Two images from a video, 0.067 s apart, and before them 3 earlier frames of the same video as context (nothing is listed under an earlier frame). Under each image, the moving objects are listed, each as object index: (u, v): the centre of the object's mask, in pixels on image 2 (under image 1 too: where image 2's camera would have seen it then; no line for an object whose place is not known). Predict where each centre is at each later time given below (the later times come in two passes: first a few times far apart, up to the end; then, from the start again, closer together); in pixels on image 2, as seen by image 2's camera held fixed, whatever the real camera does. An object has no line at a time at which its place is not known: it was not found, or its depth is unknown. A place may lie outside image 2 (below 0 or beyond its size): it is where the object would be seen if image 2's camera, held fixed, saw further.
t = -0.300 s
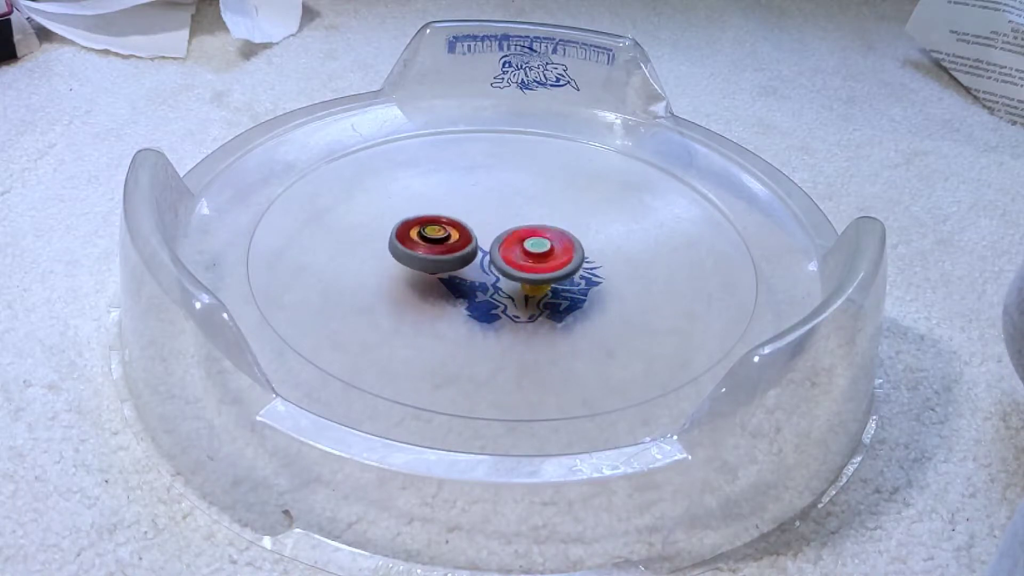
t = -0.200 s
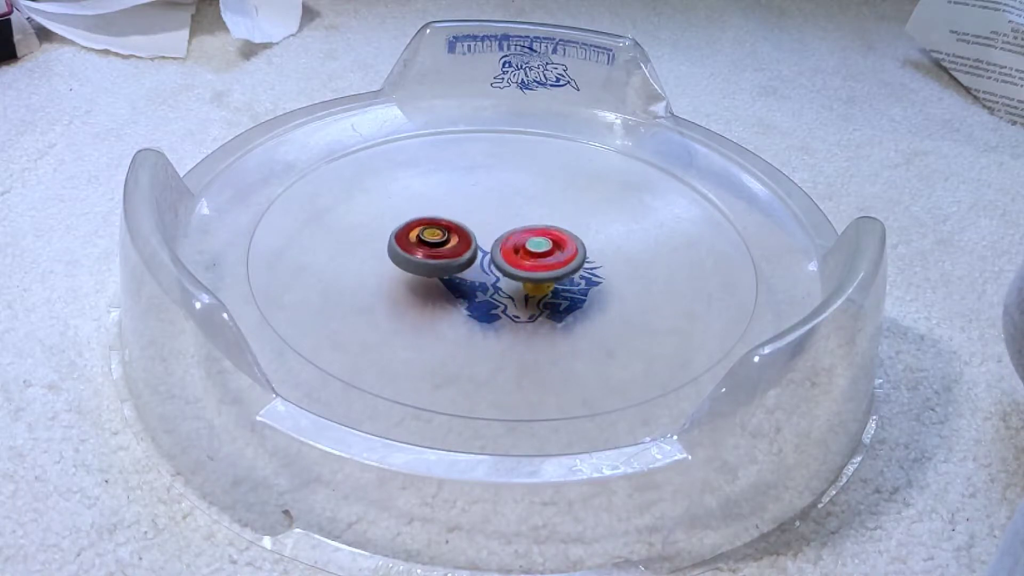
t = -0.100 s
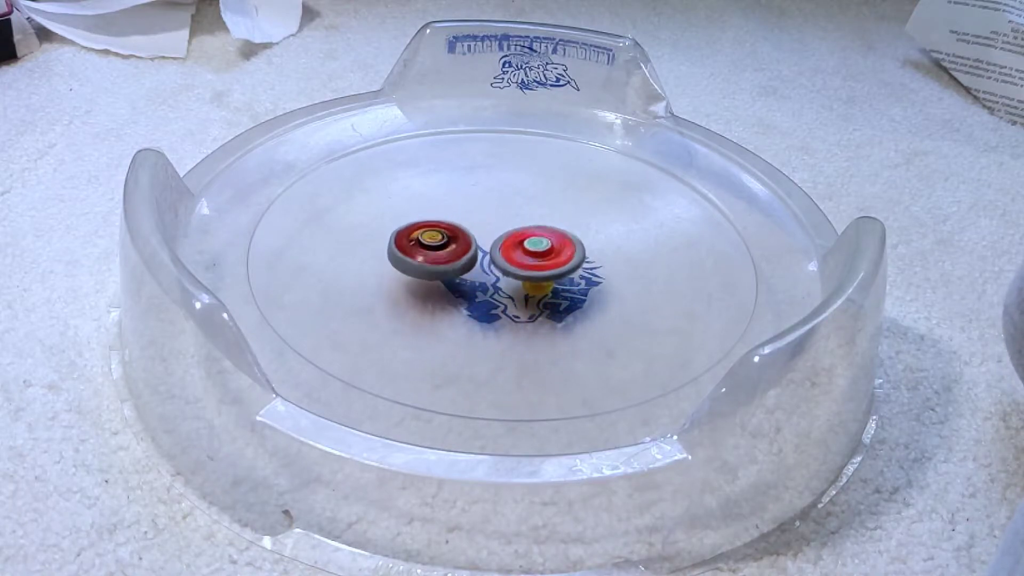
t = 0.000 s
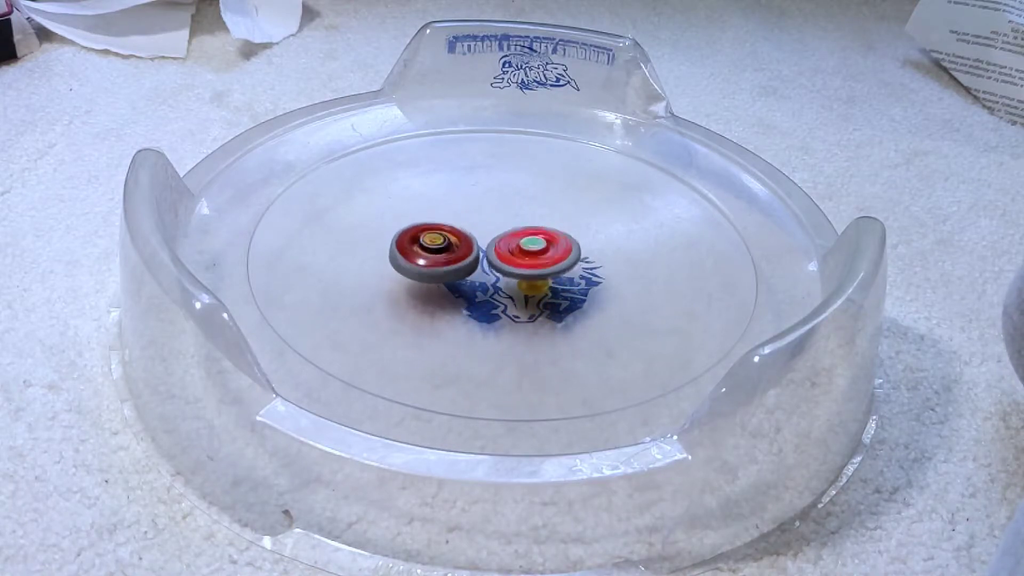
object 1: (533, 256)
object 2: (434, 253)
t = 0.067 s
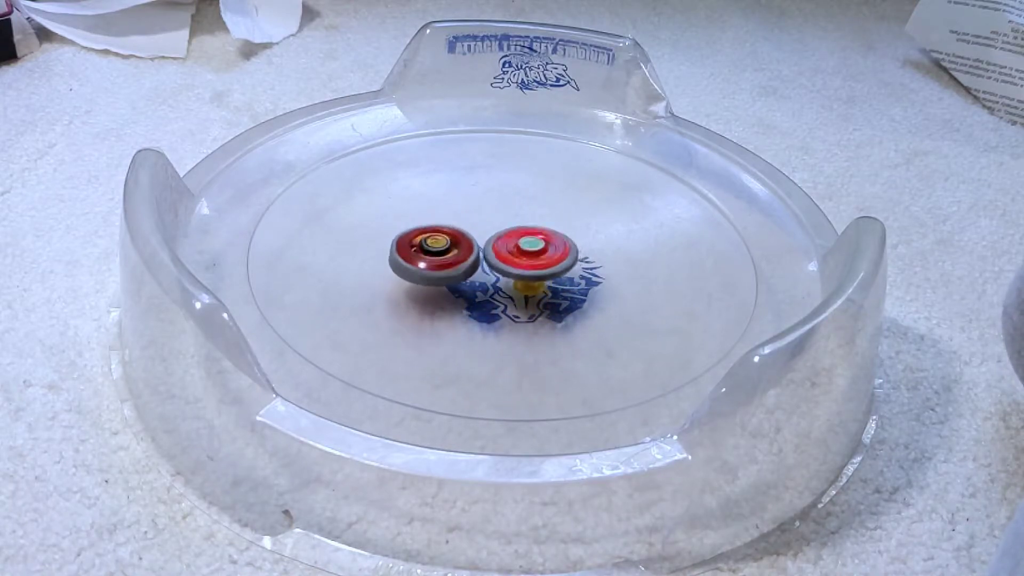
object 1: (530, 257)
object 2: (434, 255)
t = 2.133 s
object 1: (504, 237)
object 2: (489, 294)
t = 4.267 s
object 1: (478, 244)
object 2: (552, 285)
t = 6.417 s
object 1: (471, 234)
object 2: (556, 273)
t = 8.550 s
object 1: (452, 266)
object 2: (535, 244)
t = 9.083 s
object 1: (466, 272)
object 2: (529, 237)
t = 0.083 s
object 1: (530, 256)
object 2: (434, 256)
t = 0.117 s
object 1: (530, 257)
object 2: (435, 257)
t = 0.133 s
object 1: (534, 256)
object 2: (432, 257)
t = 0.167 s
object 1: (536, 256)
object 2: (431, 258)
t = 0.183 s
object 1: (536, 256)
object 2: (431, 259)
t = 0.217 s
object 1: (537, 256)
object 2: (431, 260)
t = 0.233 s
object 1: (537, 256)
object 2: (431, 260)
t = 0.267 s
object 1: (538, 256)
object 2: (431, 261)
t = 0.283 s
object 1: (538, 256)
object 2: (431, 262)
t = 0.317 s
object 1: (538, 256)
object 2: (431, 263)
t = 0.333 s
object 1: (538, 256)
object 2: (431, 263)
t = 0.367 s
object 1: (537, 256)
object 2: (432, 265)
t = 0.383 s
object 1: (537, 257)
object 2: (432, 265)
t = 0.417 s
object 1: (535, 257)
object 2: (433, 266)
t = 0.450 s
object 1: (534, 257)
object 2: (434, 267)
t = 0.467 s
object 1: (533, 257)
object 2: (434, 268)
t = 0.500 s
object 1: (531, 257)
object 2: (436, 269)
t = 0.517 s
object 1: (530, 257)
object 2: (437, 270)
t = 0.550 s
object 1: (529, 257)
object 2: (437, 271)
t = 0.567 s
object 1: (532, 256)
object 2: (434, 271)
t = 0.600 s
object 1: (534, 255)
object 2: (433, 272)
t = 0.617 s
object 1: (534, 255)
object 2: (434, 272)
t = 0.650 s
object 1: (533, 254)
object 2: (435, 273)
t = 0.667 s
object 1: (534, 254)
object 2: (435, 274)
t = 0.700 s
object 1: (533, 253)
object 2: (436, 274)
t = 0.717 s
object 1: (532, 253)
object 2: (436, 275)
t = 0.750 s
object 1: (532, 253)
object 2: (437, 276)
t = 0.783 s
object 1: (531, 253)
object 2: (439, 276)
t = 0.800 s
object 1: (531, 253)
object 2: (439, 277)
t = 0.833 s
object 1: (529, 253)
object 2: (441, 278)
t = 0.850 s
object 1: (529, 253)
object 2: (442, 278)
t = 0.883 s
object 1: (527, 252)
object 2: (444, 279)
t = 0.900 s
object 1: (526, 253)
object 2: (445, 280)
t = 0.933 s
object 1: (524, 252)
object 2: (448, 281)
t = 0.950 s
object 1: (524, 252)
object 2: (448, 281)
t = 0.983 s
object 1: (524, 251)
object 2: (449, 282)
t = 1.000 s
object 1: (524, 251)
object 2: (449, 282)
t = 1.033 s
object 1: (524, 250)
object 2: (451, 283)
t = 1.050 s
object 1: (524, 250)
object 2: (452, 284)
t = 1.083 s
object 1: (523, 249)
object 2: (454, 284)
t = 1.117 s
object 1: (522, 248)
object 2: (456, 285)
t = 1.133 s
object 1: (522, 248)
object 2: (457, 286)
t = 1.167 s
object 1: (520, 247)
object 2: (459, 287)
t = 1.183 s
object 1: (520, 247)
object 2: (461, 287)
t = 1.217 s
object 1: (519, 247)
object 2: (462, 288)
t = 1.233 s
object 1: (519, 246)
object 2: (464, 288)
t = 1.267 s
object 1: (518, 246)
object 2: (465, 289)
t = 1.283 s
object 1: (518, 246)
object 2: (466, 289)
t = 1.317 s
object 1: (518, 245)
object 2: (467, 290)
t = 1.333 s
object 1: (518, 245)
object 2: (467, 289)
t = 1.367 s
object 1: (517, 244)
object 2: (469, 290)
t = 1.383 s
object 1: (517, 243)
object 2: (470, 290)
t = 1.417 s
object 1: (517, 243)
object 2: (471, 290)
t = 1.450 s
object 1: (516, 242)
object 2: (473, 291)
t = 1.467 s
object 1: (516, 242)
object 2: (473, 291)
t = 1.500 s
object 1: (515, 241)
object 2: (474, 291)
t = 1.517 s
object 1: (515, 242)
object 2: (475, 291)
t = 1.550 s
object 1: (515, 241)
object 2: (476, 291)
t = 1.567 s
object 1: (514, 241)
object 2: (477, 292)
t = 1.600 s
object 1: (514, 241)
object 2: (478, 292)
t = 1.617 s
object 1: (513, 241)
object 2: (478, 291)
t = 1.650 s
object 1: (512, 241)
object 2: (480, 292)
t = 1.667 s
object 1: (512, 241)
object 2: (480, 292)
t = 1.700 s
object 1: (514, 240)
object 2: (479, 294)
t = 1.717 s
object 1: (513, 239)
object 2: (479, 294)
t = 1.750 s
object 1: (512, 239)
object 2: (480, 294)
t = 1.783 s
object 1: (512, 238)
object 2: (481, 294)
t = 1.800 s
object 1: (512, 238)
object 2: (481, 294)
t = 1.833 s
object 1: (511, 238)
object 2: (482, 294)
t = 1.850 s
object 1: (511, 238)
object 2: (482, 294)
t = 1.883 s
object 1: (510, 237)
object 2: (483, 294)
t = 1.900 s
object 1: (510, 238)
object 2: (483, 294)
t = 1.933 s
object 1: (509, 237)
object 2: (484, 294)
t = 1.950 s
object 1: (509, 238)
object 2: (485, 294)
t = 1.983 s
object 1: (508, 237)
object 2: (486, 294)
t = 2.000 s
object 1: (507, 237)
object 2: (486, 294)
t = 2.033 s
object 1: (506, 237)
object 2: (487, 293)
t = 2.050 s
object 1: (506, 237)
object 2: (487, 294)
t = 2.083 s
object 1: (505, 237)
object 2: (488, 293)
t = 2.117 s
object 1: (504, 238)
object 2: (489, 293)
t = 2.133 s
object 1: (504, 237)
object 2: (489, 294)
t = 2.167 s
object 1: (504, 237)
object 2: (489, 294)
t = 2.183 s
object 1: (503, 237)
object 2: (489, 294)
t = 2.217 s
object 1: (502, 237)
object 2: (491, 294)
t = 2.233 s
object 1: (502, 237)
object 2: (491, 294)
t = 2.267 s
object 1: (501, 237)
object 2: (491, 294)
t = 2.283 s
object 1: (500, 237)
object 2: (492, 294)
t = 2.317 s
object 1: (499, 237)
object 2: (493, 294)
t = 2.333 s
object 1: (499, 237)
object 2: (494, 294)
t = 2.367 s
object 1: (498, 236)
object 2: (495, 295)
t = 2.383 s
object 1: (498, 236)
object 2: (495, 294)
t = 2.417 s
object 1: (496, 236)
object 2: (497, 294)
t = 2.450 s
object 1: (495, 236)
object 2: (499, 294)
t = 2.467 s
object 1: (495, 236)
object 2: (499, 294)
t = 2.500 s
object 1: (494, 236)
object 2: (501, 294)
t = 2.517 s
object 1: (493, 236)
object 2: (502, 294)
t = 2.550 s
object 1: (493, 236)
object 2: (503, 294)
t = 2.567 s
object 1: (492, 236)
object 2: (504, 295)
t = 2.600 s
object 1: (492, 236)
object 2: (505, 294)
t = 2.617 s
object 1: (491, 236)
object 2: (506, 294)
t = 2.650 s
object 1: (491, 236)
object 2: (508, 294)
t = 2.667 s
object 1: (490, 236)
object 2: (509, 295)
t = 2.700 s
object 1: (490, 236)
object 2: (510, 294)
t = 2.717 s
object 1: (489, 236)
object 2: (510, 294)
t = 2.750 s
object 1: (489, 237)
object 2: (512, 294)
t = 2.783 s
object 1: (488, 237)
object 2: (514, 294)
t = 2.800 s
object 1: (488, 237)
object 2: (514, 294)
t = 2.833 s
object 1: (488, 237)
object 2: (515, 295)
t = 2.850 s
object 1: (487, 237)
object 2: (516, 294)
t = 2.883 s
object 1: (486, 237)
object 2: (518, 294)
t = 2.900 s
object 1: (486, 238)
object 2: (519, 294)
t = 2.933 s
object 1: (485, 238)
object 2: (519, 294)
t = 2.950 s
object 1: (485, 238)
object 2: (520, 294)
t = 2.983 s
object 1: (484, 238)
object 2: (521, 294)
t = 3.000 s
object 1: (484, 238)
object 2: (521, 294)
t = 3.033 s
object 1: (484, 239)
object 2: (522, 294)
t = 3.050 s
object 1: (483, 239)
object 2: (522, 294)
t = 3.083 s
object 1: (483, 240)
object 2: (523, 294)
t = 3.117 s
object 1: (482, 240)
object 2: (524, 293)
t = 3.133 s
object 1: (482, 241)
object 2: (524, 293)
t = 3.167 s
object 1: (480, 241)
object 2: (526, 294)
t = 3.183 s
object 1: (479, 241)
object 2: (528, 295)
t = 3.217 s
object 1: (478, 241)
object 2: (528, 296)
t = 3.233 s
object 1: (477, 241)
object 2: (528, 295)
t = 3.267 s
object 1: (477, 240)
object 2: (529, 295)
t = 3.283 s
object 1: (475, 241)
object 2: (529, 295)
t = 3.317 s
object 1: (475, 241)
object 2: (529, 295)
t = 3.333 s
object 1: (475, 240)
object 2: (530, 294)
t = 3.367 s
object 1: (475, 240)
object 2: (531, 294)
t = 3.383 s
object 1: (474, 241)
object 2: (532, 294)
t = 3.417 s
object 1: (474, 241)
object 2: (532, 294)
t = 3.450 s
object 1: (474, 241)
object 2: (532, 294)
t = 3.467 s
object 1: (474, 241)
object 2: (533, 294)
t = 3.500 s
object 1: (475, 242)
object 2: (533, 293)
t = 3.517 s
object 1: (475, 242)
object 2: (533, 293)
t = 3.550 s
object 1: (475, 242)
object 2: (534, 293)
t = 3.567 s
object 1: (475, 243)
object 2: (534, 293)
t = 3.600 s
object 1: (475, 244)
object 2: (534, 292)
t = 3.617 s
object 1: (475, 244)
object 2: (534, 292)
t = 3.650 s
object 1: (475, 245)
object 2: (536, 292)
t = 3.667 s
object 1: (475, 244)
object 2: (536, 292)
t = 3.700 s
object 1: (476, 245)
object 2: (536, 291)
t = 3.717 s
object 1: (476, 245)
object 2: (537, 291)
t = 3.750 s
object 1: (476, 245)
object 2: (539, 291)
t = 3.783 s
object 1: (477, 244)
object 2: (540, 290)
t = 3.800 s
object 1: (476, 244)
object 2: (540, 290)
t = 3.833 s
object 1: (475, 244)
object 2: (541, 290)
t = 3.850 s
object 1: (475, 244)
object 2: (541, 290)
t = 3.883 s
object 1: (476, 244)
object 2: (542, 289)
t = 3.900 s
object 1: (476, 244)
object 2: (543, 289)
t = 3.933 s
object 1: (476, 244)
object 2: (544, 289)
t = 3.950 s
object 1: (477, 245)
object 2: (544, 289)
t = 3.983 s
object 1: (478, 244)
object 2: (545, 288)
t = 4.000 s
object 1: (478, 244)
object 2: (546, 288)
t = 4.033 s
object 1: (478, 244)
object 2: (546, 288)
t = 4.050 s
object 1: (478, 244)
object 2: (546, 288)
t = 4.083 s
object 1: (478, 244)
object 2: (547, 287)
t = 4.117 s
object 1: (478, 244)
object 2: (549, 285)
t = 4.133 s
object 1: (479, 244)
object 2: (550, 285)
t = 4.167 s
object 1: (479, 244)
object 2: (551, 284)
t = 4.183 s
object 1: (479, 244)
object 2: (550, 285)
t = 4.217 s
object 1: (479, 244)
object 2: (552, 285)
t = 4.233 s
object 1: (480, 244)
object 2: (552, 285)
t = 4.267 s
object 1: (478, 244)
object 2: (552, 285)
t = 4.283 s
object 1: (478, 244)
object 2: (553, 285)
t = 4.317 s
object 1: (479, 244)
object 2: (553, 284)
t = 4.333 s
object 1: (479, 244)
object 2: (553, 285)
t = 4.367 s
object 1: (479, 245)
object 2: (554, 284)
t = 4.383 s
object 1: (479, 245)
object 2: (554, 284)
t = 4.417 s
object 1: (479, 245)
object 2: (555, 284)
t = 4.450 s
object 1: (480, 245)
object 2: (555, 284)
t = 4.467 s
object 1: (480, 245)
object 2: (555, 284)
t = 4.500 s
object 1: (480, 245)
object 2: (555, 284)
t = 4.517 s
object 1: (479, 245)
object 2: (556, 283)
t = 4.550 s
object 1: (480, 245)
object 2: (556, 283)
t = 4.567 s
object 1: (480, 245)
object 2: (556, 283)
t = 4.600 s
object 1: (480, 245)
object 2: (556, 283)
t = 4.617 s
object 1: (479, 245)
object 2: (557, 282)
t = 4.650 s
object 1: (478, 244)
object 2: (558, 282)
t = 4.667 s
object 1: (479, 245)
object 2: (557, 282)
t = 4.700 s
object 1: (478, 245)
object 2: (557, 282)
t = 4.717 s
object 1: (478, 244)
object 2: (558, 282)
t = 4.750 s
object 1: (478, 244)
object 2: (558, 281)
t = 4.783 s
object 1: (478, 244)
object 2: (557, 281)
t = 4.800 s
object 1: (477, 244)
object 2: (557, 281)
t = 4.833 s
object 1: (477, 244)
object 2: (557, 280)
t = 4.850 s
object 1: (476, 244)
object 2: (558, 280)
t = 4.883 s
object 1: (476, 244)
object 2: (558, 280)
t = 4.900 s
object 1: (476, 243)
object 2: (557, 280)
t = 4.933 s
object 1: (475, 243)
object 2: (557, 280)
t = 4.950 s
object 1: (475, 243)
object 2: (558, 279)
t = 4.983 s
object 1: (476, 244)
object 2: (557, 279)
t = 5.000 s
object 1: (475, 243)
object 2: (558, 279)
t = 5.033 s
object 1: (475, 243)
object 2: (557, 278)
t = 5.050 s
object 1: (475, 243)
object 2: (557, 278)
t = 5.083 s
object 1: (474, 242)
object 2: (558, 277)
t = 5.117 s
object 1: (474, 242)
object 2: (557, 277)
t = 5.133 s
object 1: (474, 242)
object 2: (558, 277)
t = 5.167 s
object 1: (474, 242)
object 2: (558, 277)
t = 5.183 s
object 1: (474, 242)
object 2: (558, 276)
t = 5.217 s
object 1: (473, 242)
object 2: (559, 276)
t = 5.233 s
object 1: (472, 242)
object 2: (559, 276)
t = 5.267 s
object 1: (474, 242)
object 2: (558, 276)
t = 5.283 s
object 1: (474, 241)
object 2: (558, 276)
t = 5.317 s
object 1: (473, 242)
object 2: (559, 275)
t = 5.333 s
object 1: (474, 242)
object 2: (559, 276)
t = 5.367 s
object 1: (475, 242)
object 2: (559, 275)
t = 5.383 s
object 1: (474, 241)
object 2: (559, 275)
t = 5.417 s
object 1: (475, 241)
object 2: (558, 275)
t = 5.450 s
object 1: (472, 240)
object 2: (560, 276)
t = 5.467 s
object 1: (471, 240)
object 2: (561, 275)
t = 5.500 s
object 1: (471, 239)
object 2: (559, 276)
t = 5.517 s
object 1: (470, 239)
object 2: (559, 276)
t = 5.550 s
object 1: (470, 239)
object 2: (561, 275)
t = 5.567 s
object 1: (470, 238)
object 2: (561, 275)
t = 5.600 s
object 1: (470, 238)
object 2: (560, 275)
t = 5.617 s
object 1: (470, 238)
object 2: (559, 276)
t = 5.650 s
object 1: (471, 238)
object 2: (560, 276)
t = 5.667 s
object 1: (472, 238)
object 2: (560, 276)
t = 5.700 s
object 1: (472, 238)
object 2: (560, 275)
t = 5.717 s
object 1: (472, 238)
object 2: (559, 275)
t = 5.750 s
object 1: (474, 238)
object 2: (559, 275)
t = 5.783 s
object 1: (474, 238)
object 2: (558, 275)
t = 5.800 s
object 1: (474, 239)
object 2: (558, 275)
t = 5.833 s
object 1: (472, 237)
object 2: (559, 276)
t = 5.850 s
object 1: (467, 235)
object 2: (563, 276)
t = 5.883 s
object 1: (463, 231)
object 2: (564, 277)
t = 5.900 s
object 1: (463, 231)
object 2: (564, 277)
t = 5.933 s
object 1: (462, 230)
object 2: (564, 277)
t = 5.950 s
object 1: (461, 230)
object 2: (564, 277)
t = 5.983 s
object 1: (459, 228)
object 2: (565, 277)
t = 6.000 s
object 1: (459, 228)
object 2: (564, 277)
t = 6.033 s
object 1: (459, 227)
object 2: (564, 277)
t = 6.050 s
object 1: (459, 227)
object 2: (564, 276)
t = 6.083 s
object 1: (459, 227)
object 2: (563, 276)
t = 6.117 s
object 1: (461, 226)
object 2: (562, 276)
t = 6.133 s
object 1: (462, 226)
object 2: (562, 276)
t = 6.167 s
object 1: (463, 227)
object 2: (561, 276)
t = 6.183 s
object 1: (464, 227)
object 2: (560, 276)
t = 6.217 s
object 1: (466, 228)
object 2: (559, 275)
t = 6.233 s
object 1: (468, 228)
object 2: (558, 275)
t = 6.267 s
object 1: (470, 230)
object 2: (557, 275)
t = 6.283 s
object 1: (470, 231)
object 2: (557, 275)
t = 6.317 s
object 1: (472, 232)
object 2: (556, 274)
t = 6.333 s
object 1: (473, 233)
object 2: (556, 274)
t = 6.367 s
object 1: (473, 234)
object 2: (556, 273)
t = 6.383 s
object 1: (474, 234)
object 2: (555, 273)
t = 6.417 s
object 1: (471, 234)
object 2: (556, 273)
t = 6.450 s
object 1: (469, 235)
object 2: (556, 273)
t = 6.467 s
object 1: (469, 235)
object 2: (555, 273)
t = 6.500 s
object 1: (467, 236)
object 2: (556, 272)
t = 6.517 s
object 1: (464, 236)
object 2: (556, 272)
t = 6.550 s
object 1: (463, 237)
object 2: (557, 272)
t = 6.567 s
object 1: (463, 237)
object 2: (557, 271)
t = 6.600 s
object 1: (462, 237)
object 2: (557, 271)
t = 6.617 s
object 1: (461, 237)
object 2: (558, 270)
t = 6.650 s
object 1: (460, 238)
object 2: (558, 270)
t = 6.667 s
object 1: (460, 238)
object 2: (558, 270)
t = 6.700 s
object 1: (459, 239)
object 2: (558, 260)
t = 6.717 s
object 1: (459, 239)
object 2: (557, 259)
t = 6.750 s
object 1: (459, 240)
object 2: (558, 259)
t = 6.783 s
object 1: (459, 241)
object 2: (557, 258)
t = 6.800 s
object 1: (460, 241)
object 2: (557, 258)
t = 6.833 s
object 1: (460, 242)
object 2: (557, 257)
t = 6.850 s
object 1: (461, 242)
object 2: (557, 257)
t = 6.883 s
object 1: (462, 244)
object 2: (557, 257)
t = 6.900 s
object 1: (463, 244)
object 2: (556, 256)
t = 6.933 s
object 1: (464, 246)
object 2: (556, 256)
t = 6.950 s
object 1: (464, 246)
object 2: (556, 256)
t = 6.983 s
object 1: (460, 247)
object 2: (559, 256)
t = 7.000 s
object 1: (458, 246)
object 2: (560, 256)
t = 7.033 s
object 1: (458, 246)
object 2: (559, 256)
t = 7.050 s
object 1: (458, 247)
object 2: (558, 256)
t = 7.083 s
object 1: (456, 248)
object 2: (558, 255)
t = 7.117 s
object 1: (454, 248)
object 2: (558, 254)
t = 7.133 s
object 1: (455, 248)
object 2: (558, 255)
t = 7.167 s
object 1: (455, 248)
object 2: (557, 254)
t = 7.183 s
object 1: (454, 249)
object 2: (557, 254)
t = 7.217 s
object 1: (453, 249)
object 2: (556, 253)
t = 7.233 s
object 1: (454, 249)
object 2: (556, 253)
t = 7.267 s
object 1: (455, 250)
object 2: (554, 253)
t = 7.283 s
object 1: (455, 250)
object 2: (554, 253)
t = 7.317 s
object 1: (455, 250)
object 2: (553, 253)
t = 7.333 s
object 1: (455, 250)
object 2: (552, 252)
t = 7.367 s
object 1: (457, 250)
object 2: (551, 252)
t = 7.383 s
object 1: (458, 251)
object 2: (550, 252)
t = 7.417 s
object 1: (456, 251)
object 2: (550, 252)
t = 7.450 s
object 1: (457, 251)
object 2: (550, 251)
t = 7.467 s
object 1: (454, 252)
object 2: (551, 251)
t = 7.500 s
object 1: (453, 252)
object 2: (551, 251)
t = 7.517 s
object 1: (454, 252)
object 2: (550, 251)
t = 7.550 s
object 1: (453, 253)
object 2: (549, 250)
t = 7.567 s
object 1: (451, 253)
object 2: (549, 250)
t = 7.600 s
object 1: (450, 252)
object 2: (548, 250)
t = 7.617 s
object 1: (450, 252)
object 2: (548, 250)
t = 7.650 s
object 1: (451, 252)
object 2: (547, 249)
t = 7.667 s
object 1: (450, 252)
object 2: (547, 249)
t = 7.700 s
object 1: (450, 252)
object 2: (546, 249)
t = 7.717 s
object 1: (450, 252)
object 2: (546, 249)
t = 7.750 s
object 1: (451, 253)
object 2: (546, 248)
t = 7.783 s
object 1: (453, 253)
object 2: (545, 248)
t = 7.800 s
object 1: (453, 253)
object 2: (545, 247)
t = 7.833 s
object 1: (456, 254)
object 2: (545, 247)
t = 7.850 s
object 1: (454, 254)
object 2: (546, 247)
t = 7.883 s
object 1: (453, 254)
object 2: (547, 247)
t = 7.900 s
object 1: (454, 254)
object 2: (546, 248)
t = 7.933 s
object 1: (456, 255)
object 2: (546, 248)
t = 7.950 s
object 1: (455, 256)
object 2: (546, 247)
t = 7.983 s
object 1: (454, 256)
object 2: (545, 248)
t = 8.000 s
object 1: (455, 256)
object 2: (545, 248)
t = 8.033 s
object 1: (455, 257)
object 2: (544, 247)
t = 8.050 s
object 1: (455, 258)
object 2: (543, 247)
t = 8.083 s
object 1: (454, 258)
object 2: (543, 246)
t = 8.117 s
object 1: (456, 258)
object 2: (543, 246)
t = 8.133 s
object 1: (457, 259)
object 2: (543, 246)
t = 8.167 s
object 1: (456, 260)
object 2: (543, 246)
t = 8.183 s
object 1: (456, 260)
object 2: (543, 246)
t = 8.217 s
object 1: (456, 261)
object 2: (542, 246)
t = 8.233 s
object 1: (455, 261)
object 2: (542, 246)
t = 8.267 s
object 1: (454, 262)
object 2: (542, 246)
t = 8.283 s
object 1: (454, 262)
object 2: (541, 246)
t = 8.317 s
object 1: (454, 263)
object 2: (540, 246)
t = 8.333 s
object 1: (453, 264)
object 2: (539, 246)
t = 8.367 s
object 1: (453, 264)
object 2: (538, 246)
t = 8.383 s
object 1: (453, 264)
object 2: (538, 246)
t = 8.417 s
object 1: (454, 264)
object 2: (537, 245)
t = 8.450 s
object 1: (454, 265)
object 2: (536, 245)
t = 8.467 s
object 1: (454, 265)
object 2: (535, 245)
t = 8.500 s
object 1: (454, 265)
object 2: (534, 244)
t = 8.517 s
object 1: (453, 266)
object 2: (535, 244)
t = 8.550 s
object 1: (452, 266)
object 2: (535, 244)
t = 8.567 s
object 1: (453, 266)
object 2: (533, 244)
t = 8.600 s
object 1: (455, 267)
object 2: (532, 243)
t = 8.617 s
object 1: (455, 268)
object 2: (532, 242)
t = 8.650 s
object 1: (455, 268)
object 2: (532, 242)
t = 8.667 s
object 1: (456, 268)
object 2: (531, 242)
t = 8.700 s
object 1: (458, 268)
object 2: (530, 241)
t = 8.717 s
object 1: (457, 269)
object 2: (530, 241)
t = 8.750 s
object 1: (457, 269)
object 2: (531, 241)
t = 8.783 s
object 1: (459, 269)
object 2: (530, 241)
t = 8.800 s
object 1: (458, 270)
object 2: (530, 240)
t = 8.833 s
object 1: (457, 270)
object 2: (531, 241)
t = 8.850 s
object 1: (457, 271)
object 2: (531, 241)
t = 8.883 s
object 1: (459, 271)
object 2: (529, 240)
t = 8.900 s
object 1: (459, 271)
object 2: (529, 239)
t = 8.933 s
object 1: (459, 271)
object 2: (530, 239)
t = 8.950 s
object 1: (459, 272)
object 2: (530, 239)
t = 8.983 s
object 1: (461, 272)
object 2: (529, 239)
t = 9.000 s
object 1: (463, 272)
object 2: (529, 238)
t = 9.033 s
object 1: (464, 272)
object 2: (529, 238)
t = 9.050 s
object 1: (464, 272)
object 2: (529, 238)
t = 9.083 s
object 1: (466, 272)
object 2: (529, 237)
